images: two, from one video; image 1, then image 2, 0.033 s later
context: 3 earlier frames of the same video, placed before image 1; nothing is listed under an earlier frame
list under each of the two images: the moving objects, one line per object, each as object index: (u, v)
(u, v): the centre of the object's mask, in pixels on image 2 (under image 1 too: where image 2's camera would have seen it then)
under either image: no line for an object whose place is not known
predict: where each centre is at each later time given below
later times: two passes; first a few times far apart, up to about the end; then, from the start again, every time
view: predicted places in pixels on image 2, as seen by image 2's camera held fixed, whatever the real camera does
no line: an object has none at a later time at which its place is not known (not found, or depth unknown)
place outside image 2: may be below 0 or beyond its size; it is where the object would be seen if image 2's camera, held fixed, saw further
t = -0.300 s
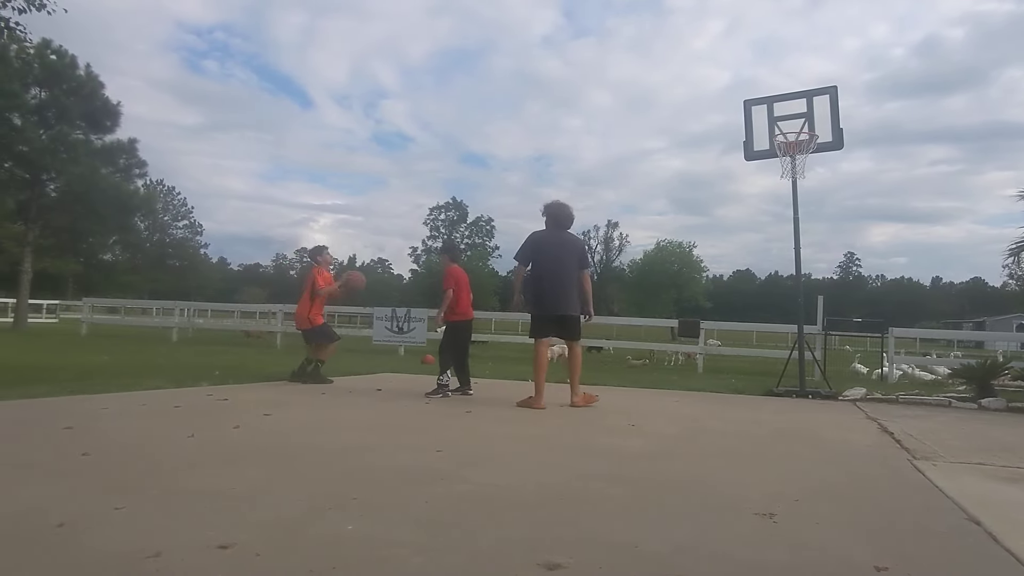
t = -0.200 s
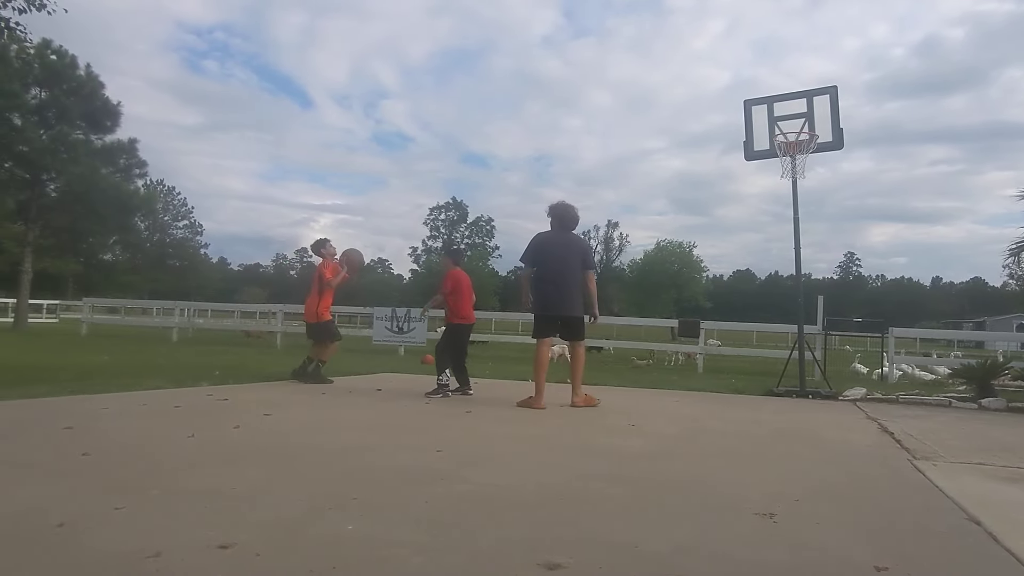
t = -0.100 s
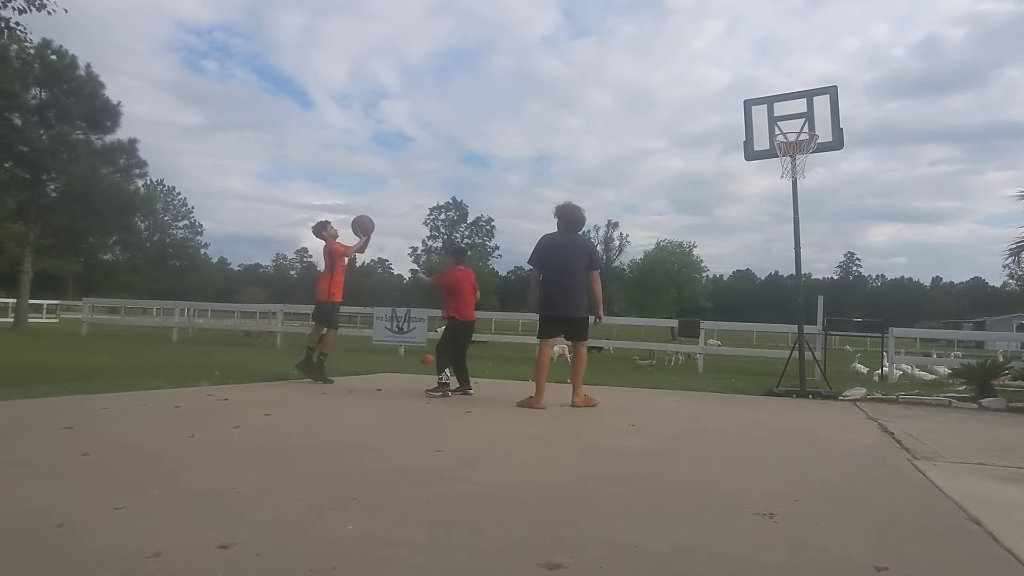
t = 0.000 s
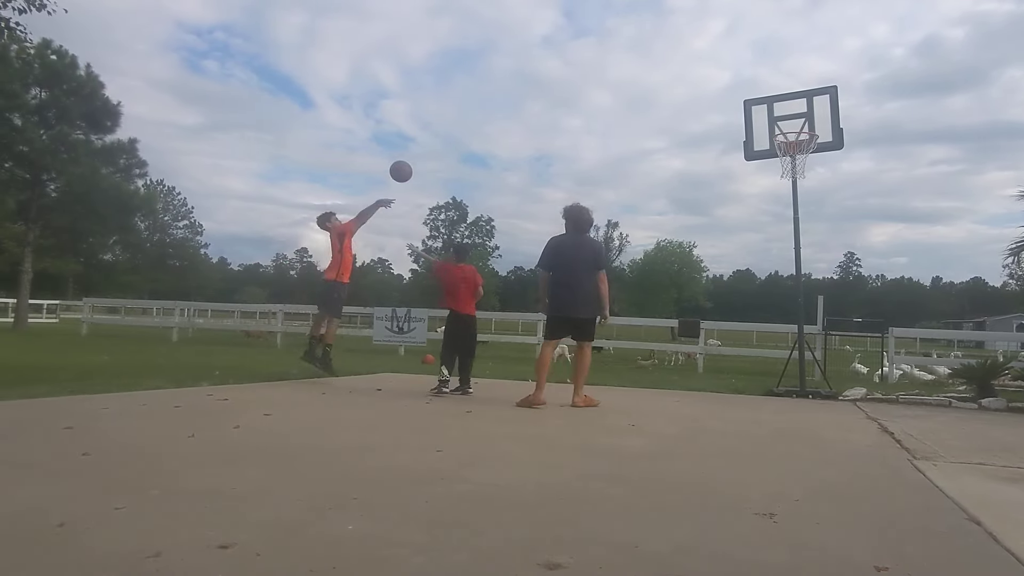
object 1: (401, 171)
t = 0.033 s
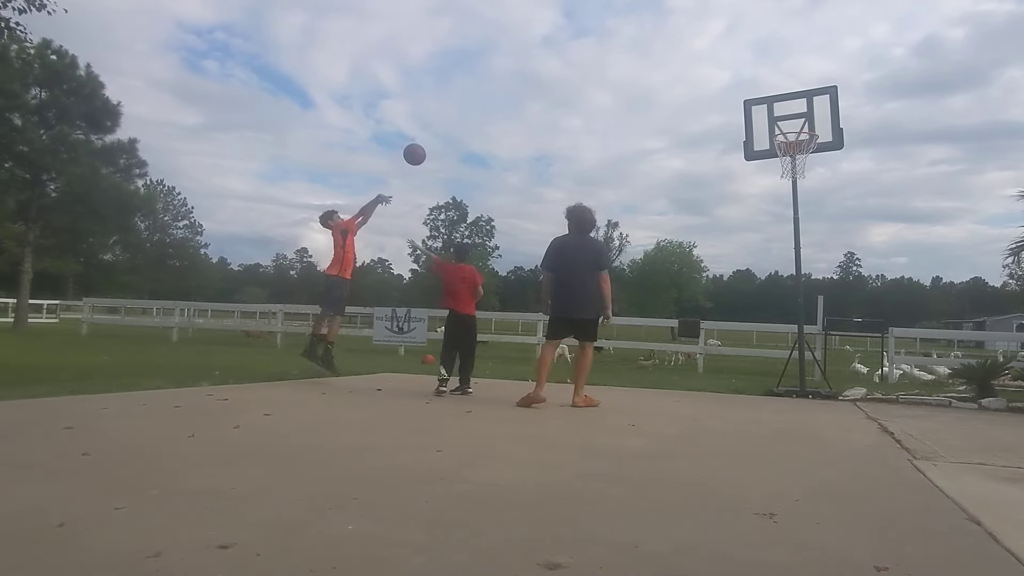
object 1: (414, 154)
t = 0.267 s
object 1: (508, 63)
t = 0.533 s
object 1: (611, 19)
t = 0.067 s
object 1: (428, 138)
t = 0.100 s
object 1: (442, 123)
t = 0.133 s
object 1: (455, 109)
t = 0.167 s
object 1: (468, 96)
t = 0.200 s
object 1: (482, 84)
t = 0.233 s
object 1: (495, 73)
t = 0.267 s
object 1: (508, 63)
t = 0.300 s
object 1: (521, 54)
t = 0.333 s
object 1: (534, 46)
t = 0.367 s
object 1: (547, 39)
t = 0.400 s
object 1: (560, 33)
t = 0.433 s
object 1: (573, 28)
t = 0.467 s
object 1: (585, 24)
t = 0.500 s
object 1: (598, 21)
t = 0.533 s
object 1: (611, 19)
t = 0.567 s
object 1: (623, 17)
